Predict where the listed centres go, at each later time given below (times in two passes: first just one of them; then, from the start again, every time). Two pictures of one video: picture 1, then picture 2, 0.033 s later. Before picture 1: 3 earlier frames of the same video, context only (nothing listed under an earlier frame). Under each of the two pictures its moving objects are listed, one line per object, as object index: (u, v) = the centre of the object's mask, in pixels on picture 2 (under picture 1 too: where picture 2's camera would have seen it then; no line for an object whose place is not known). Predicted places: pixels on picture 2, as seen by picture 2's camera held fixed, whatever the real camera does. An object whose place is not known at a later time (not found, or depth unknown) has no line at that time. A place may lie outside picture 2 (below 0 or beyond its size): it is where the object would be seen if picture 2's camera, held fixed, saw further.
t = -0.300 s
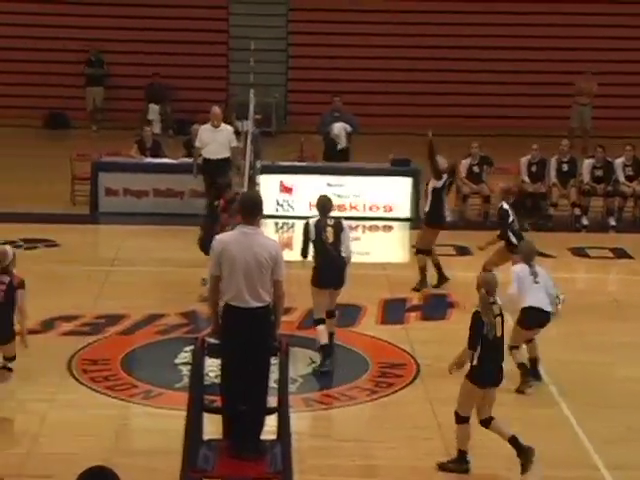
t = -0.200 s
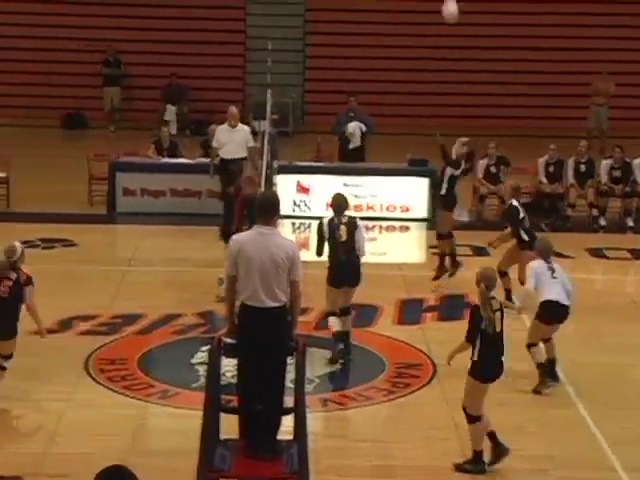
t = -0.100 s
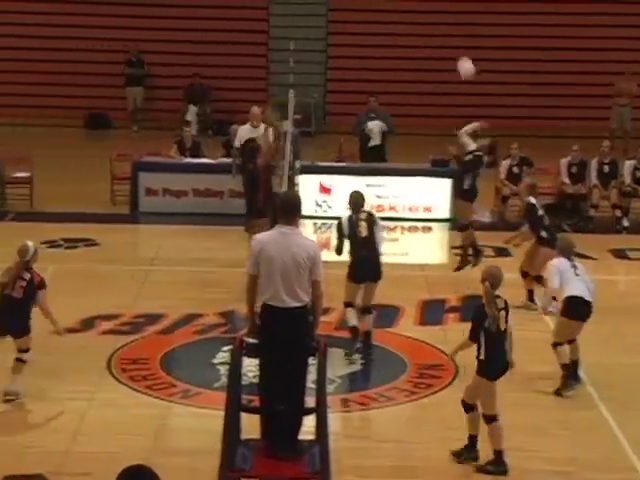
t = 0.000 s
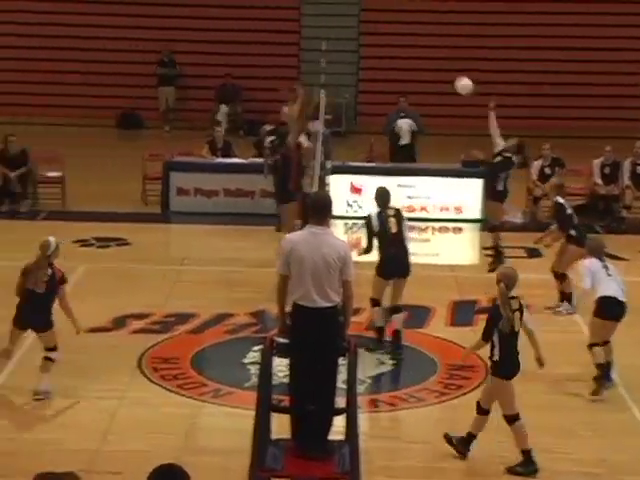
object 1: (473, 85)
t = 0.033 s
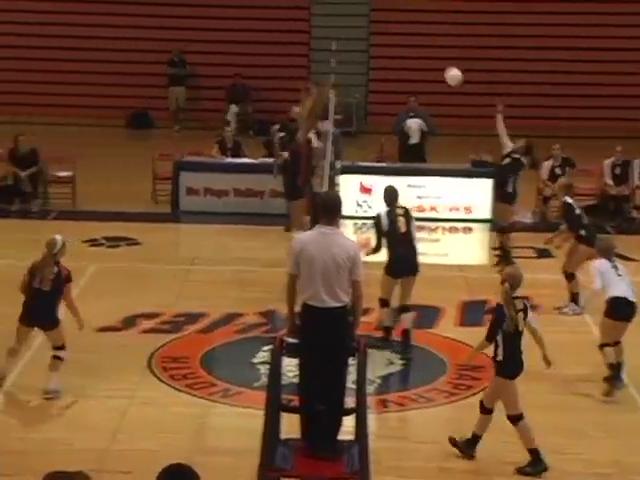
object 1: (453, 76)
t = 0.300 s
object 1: (291, 36)
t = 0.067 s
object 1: (432, 68)
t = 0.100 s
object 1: (412, 60)
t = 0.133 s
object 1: (392, 54)
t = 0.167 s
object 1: (372, 48)
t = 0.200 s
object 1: (351, 44)
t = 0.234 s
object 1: (331, 41)
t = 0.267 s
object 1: (310, 38)
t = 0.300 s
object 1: (291, 36)
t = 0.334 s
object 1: (272, 36)
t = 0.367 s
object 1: (252, 36)
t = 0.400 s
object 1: (232, 37)
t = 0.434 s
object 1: (212, 40)
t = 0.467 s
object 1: (193, 43)
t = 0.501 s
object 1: (172, 47)
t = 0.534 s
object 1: (152, 52)
